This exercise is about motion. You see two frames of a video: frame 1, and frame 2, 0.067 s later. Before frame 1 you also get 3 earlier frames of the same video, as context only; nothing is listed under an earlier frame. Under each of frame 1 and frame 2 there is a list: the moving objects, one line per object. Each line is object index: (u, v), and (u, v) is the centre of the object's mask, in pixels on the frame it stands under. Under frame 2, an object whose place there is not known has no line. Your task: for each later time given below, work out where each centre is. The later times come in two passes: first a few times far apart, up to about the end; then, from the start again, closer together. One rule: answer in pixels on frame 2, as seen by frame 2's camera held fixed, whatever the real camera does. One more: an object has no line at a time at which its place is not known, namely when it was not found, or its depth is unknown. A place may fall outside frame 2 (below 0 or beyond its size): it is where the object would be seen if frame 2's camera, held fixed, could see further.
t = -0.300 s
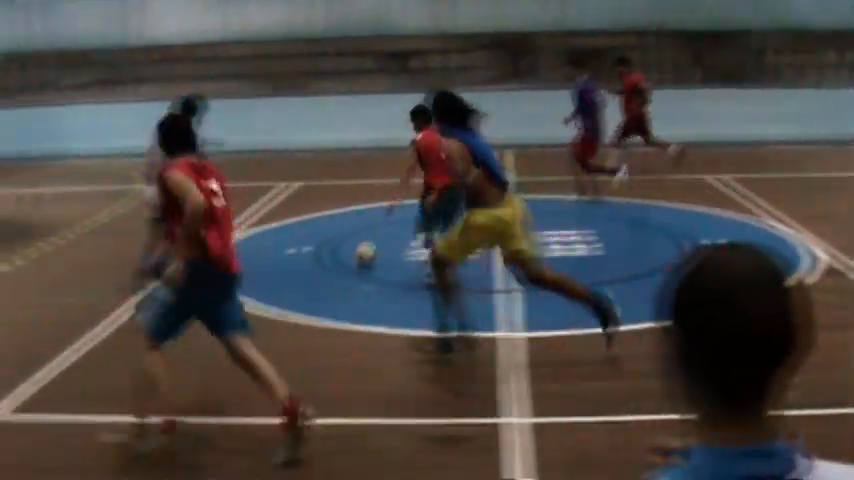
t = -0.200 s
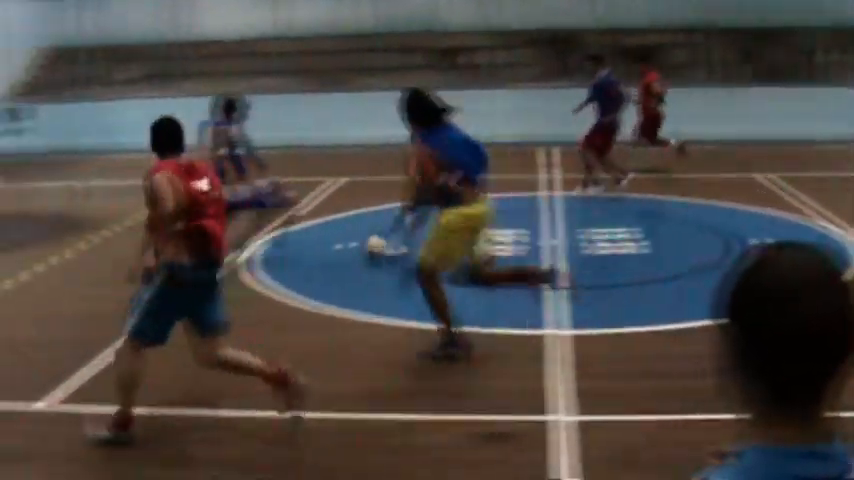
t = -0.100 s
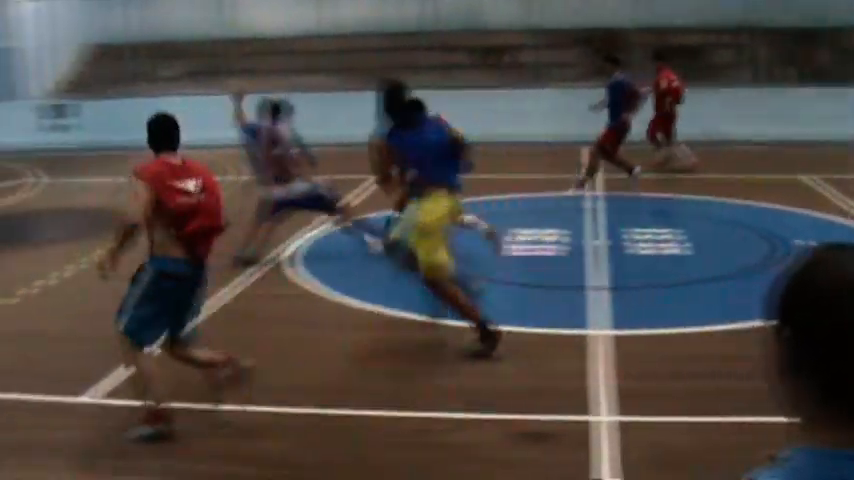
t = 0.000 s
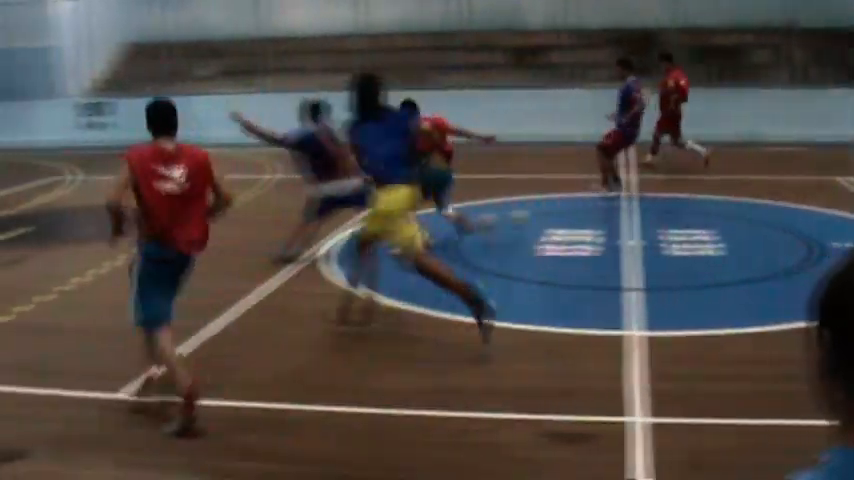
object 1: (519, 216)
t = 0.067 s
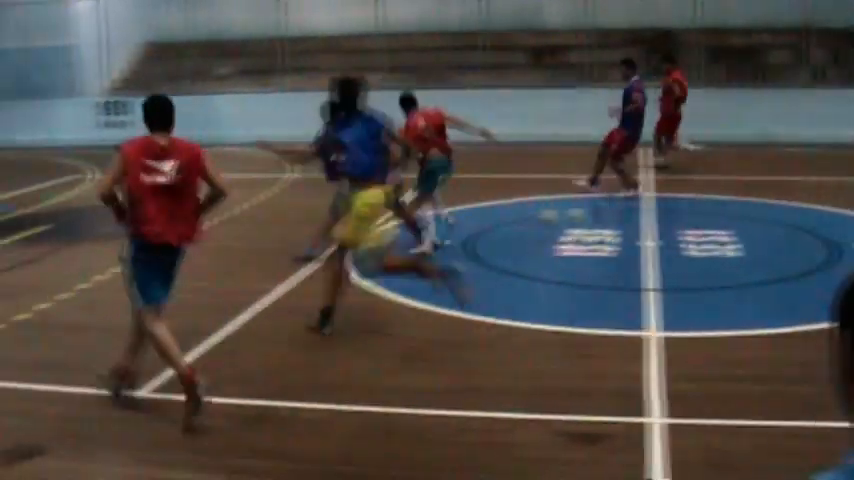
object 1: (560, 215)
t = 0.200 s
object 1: (641, 223)
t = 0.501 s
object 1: (773, 210)
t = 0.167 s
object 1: (626, 219)
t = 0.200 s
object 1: (641, 223)
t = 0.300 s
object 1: (689, 207)
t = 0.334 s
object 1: (703, 205)
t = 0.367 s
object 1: (718, 203)
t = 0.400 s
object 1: (733, 205)
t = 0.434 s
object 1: (747, 205)
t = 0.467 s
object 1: (759, 207)
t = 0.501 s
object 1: (773, 210)
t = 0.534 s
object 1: (786, 213)
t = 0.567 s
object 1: (800, 209)
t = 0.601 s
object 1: (812, 205)
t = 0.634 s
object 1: (825, 202)
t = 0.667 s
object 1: (839, 199)
